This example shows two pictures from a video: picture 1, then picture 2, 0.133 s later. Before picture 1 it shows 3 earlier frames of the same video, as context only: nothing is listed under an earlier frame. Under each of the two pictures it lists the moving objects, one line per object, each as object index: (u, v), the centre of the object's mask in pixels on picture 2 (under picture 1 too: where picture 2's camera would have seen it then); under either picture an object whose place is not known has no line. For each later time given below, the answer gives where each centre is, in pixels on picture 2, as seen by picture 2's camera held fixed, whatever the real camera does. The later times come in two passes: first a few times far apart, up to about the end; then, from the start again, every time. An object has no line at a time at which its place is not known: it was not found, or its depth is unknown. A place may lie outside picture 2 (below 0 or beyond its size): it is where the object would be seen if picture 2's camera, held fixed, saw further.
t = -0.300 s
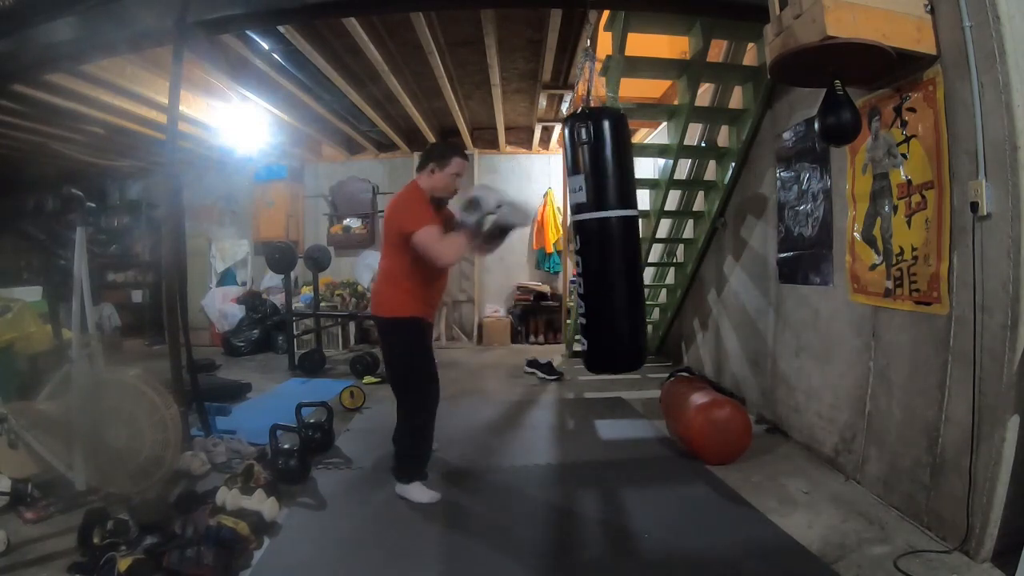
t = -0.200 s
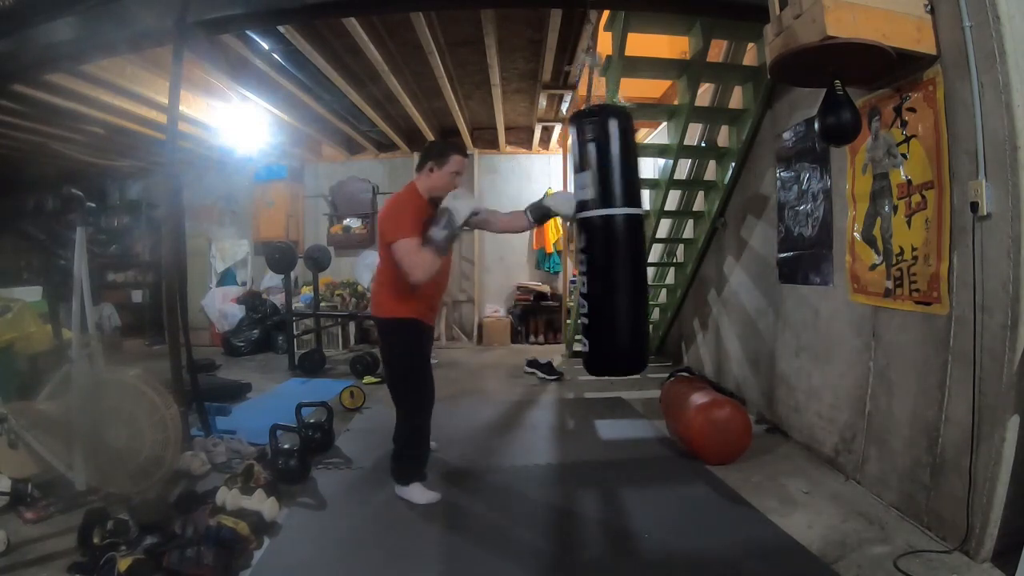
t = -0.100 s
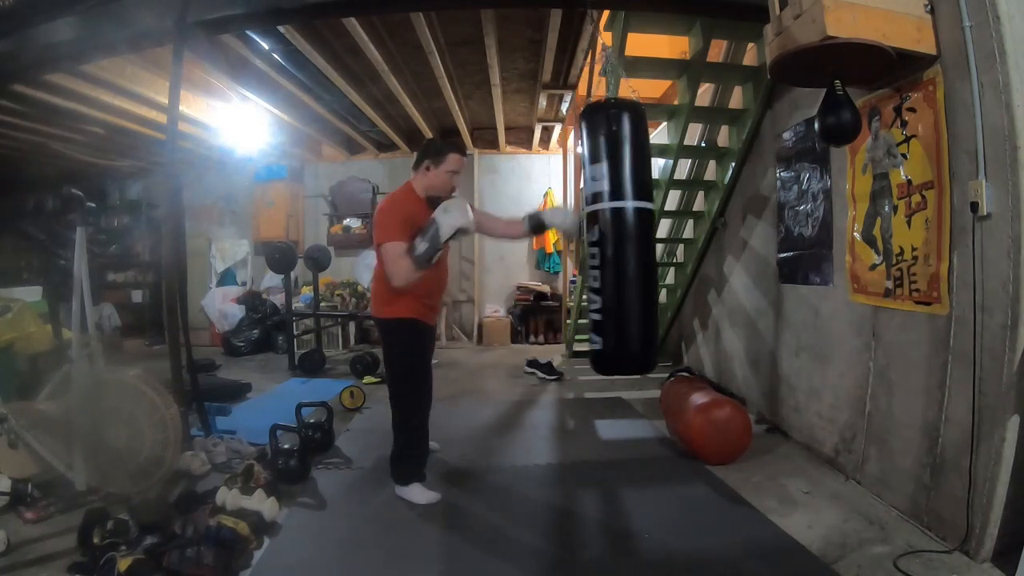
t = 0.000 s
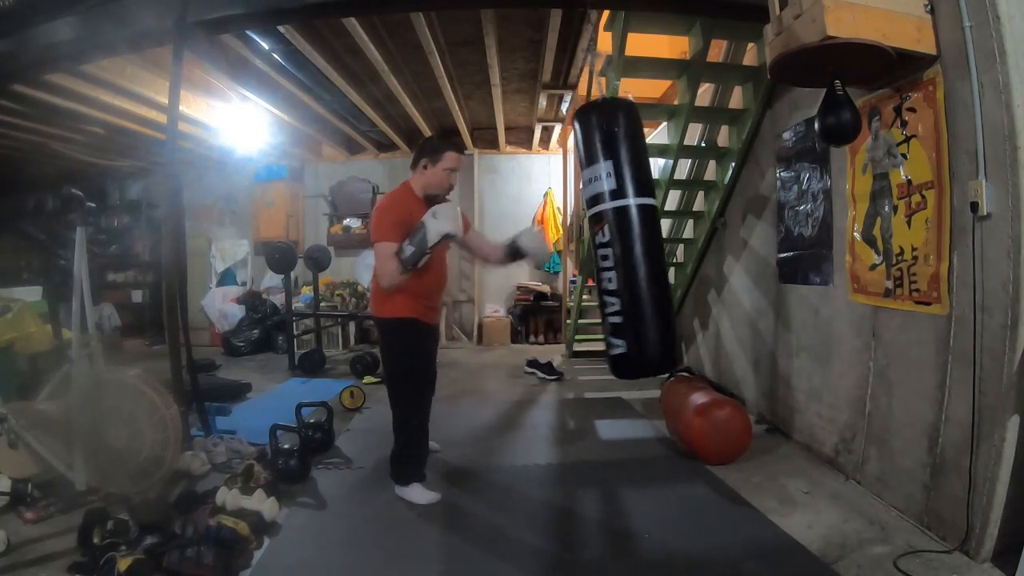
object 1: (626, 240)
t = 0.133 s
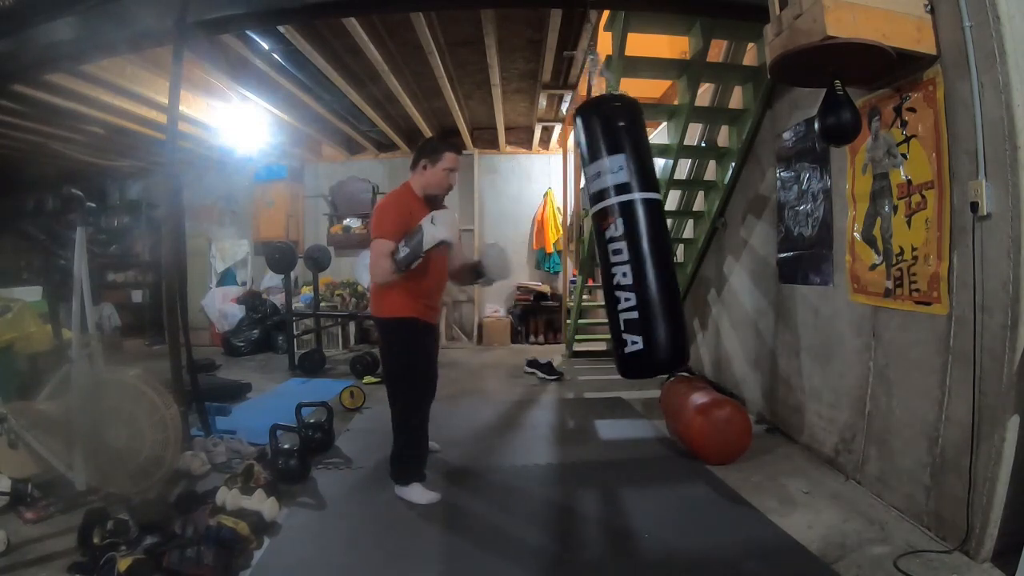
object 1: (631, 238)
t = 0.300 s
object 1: (631, 239)
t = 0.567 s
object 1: (612, 241)
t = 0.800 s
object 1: (589, 241)
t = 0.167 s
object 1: (632, 238)
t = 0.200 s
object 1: (633, 238)
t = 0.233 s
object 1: (633, 238)
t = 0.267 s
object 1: (632, 238)
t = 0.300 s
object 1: (631, 239)
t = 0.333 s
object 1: (629, 239)
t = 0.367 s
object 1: (627, 239)
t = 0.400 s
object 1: (625, 239)
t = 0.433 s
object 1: (624, 240)
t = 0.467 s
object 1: (621, 240)
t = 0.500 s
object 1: (618, 240)
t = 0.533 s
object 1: (615, 241)
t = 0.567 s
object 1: (612, 241)
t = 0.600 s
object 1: (609, 242)
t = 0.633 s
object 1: (605, 242)
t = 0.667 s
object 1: (601, 242)
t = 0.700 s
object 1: (598, 242)
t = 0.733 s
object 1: (595, 241)
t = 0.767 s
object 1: (591, 241)
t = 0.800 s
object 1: (589, 241)
